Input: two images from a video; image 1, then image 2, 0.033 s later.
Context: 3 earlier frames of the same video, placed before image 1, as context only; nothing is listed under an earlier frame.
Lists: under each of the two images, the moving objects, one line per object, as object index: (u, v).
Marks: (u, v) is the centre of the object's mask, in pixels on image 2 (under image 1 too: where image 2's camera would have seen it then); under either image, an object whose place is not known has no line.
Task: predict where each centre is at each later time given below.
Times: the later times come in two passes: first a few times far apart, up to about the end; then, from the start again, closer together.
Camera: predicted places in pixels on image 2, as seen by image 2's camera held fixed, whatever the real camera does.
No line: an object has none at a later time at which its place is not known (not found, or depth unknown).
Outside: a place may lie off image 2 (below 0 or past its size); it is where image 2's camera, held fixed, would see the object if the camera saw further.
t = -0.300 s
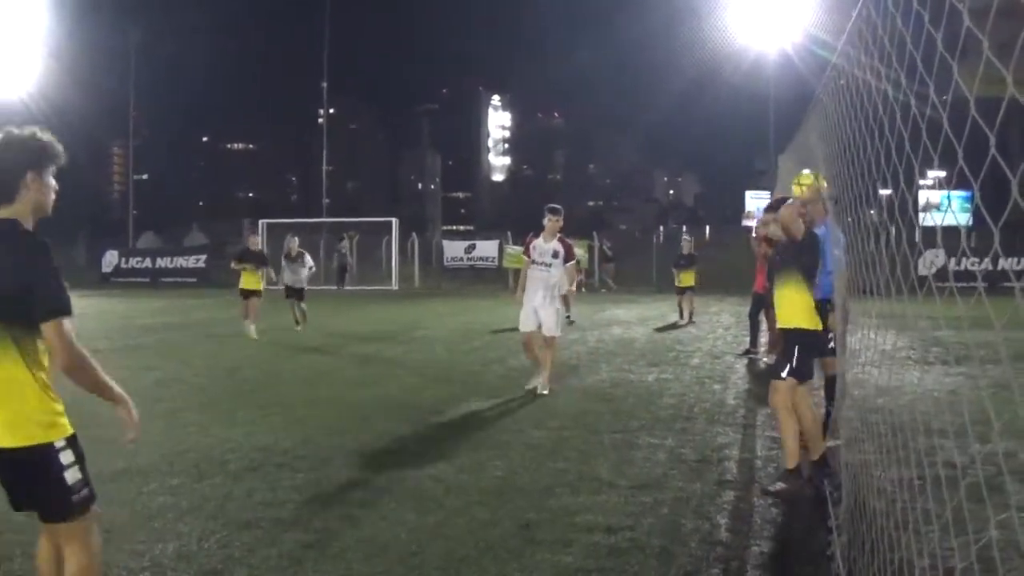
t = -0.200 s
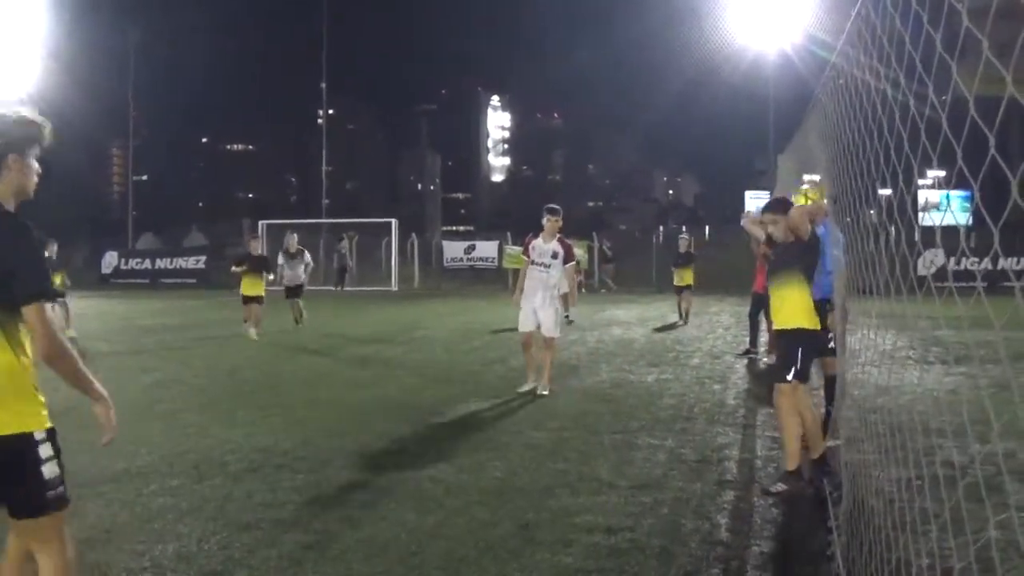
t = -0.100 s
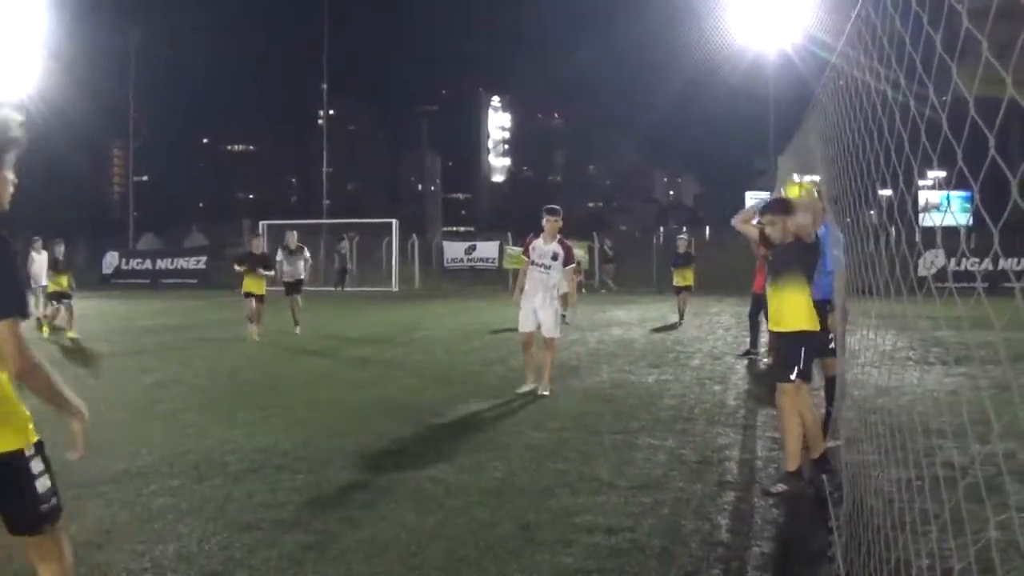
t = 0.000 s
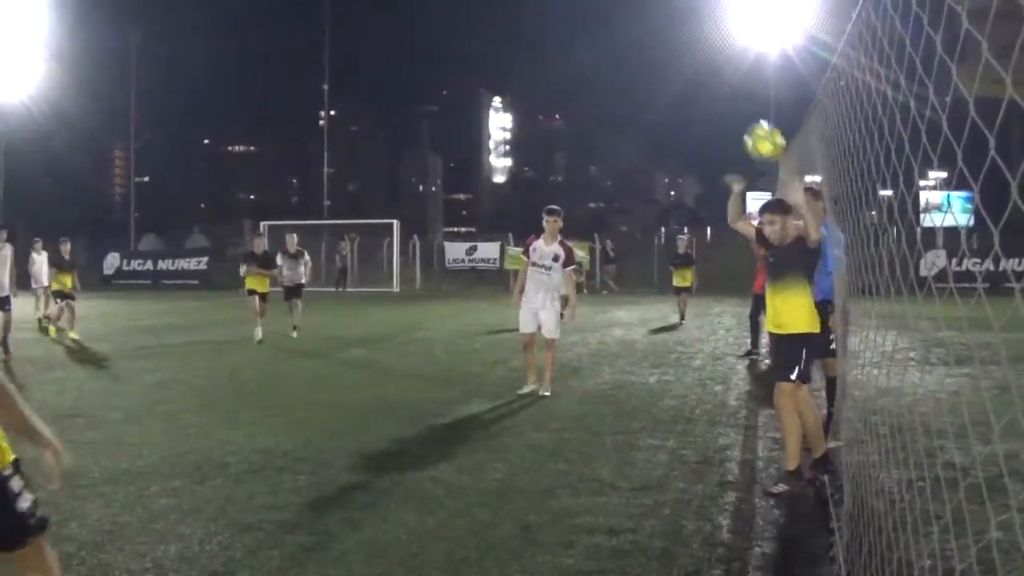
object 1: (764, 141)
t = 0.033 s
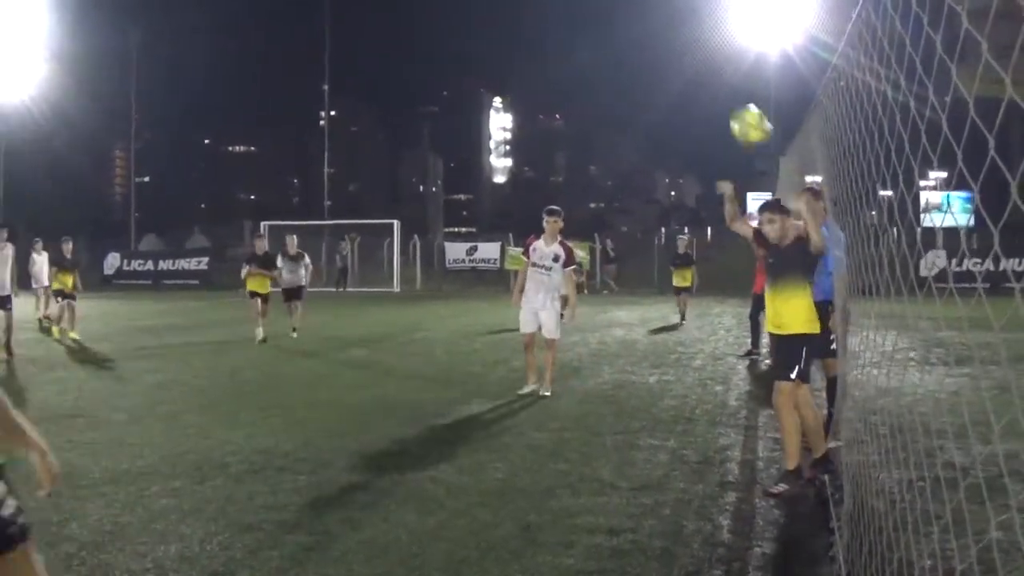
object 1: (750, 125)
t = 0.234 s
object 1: (651, 63)
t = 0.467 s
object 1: (501, 87)
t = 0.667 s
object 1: (343, 232)
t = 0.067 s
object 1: (735, 110)
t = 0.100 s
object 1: (720, 97)
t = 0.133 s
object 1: (703, 86)
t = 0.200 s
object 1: (669, 69)
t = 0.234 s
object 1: (651, 63)
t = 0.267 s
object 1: (632, 59)
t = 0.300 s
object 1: (612, 57)
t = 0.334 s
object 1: (591, 57)
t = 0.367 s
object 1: (570, 61)
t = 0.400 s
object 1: (548, 66)
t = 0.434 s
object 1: (525, 75)
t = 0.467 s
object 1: (501, 87)
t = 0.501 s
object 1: (475, 100)
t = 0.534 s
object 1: (449, 119)
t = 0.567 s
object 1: (425, 142)
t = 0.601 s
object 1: (399, 169)
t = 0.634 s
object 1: (371, 197)
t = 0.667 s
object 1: (343, 232)
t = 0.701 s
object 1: (313, 269)
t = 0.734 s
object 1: (279, 312)
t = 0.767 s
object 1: (248, 364)
